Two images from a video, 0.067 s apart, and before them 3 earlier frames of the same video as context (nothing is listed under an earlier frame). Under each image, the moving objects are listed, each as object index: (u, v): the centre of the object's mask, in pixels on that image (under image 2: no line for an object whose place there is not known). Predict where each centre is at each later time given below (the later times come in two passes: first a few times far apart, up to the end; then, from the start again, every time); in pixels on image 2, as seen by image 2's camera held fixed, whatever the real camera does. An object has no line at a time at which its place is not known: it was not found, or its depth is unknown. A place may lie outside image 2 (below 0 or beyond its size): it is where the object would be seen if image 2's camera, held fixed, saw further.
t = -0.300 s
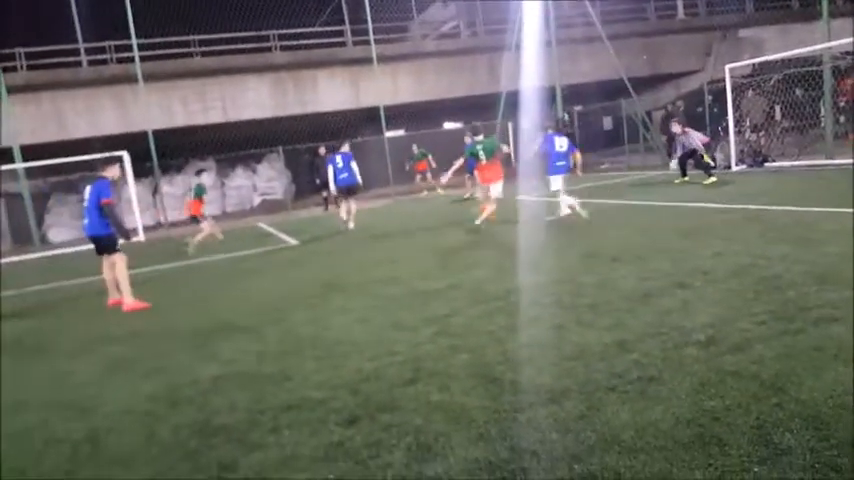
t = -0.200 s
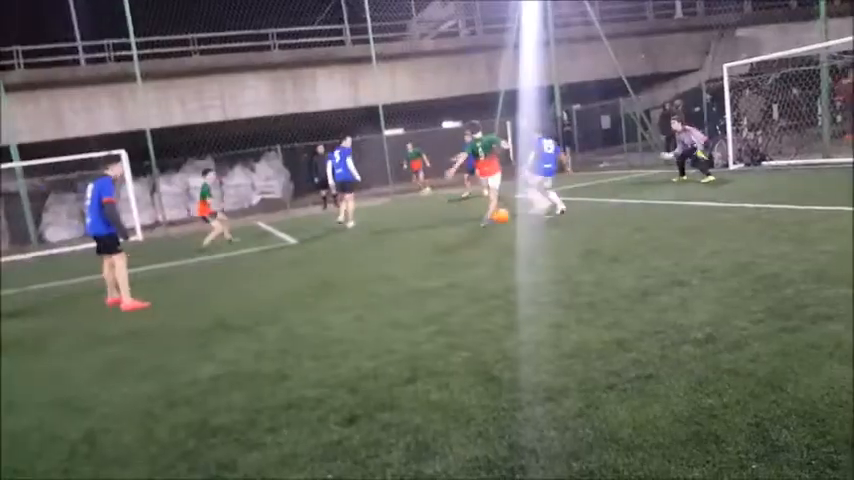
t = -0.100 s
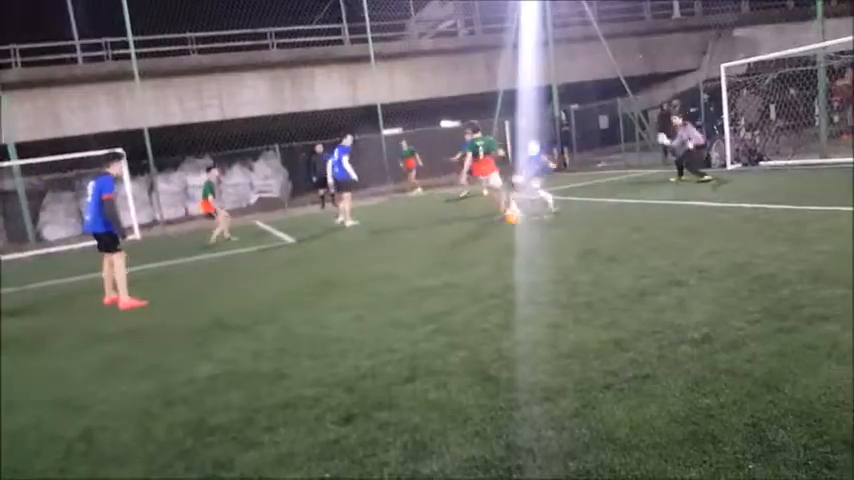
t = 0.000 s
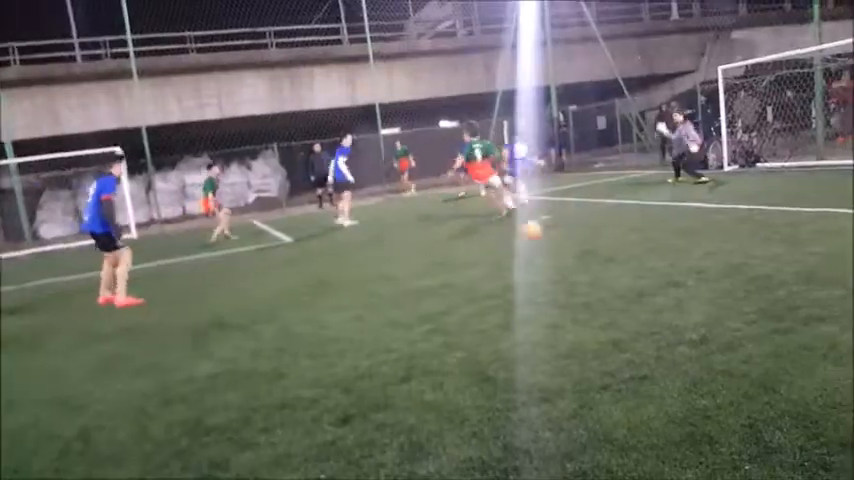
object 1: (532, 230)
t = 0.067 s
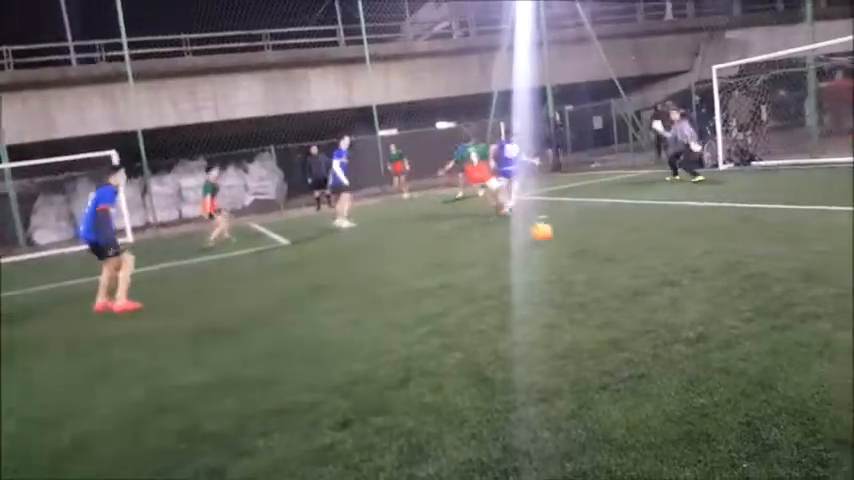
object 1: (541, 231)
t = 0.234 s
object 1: (581, 243)
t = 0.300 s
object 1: (600, 251)
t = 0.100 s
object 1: (550, 234)
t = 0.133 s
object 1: (558, 238)
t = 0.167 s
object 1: (564, 241)
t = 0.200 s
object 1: (571, 242)
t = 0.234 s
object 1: (581, 243)
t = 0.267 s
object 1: (590, 247)
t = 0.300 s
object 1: (600, 251)
